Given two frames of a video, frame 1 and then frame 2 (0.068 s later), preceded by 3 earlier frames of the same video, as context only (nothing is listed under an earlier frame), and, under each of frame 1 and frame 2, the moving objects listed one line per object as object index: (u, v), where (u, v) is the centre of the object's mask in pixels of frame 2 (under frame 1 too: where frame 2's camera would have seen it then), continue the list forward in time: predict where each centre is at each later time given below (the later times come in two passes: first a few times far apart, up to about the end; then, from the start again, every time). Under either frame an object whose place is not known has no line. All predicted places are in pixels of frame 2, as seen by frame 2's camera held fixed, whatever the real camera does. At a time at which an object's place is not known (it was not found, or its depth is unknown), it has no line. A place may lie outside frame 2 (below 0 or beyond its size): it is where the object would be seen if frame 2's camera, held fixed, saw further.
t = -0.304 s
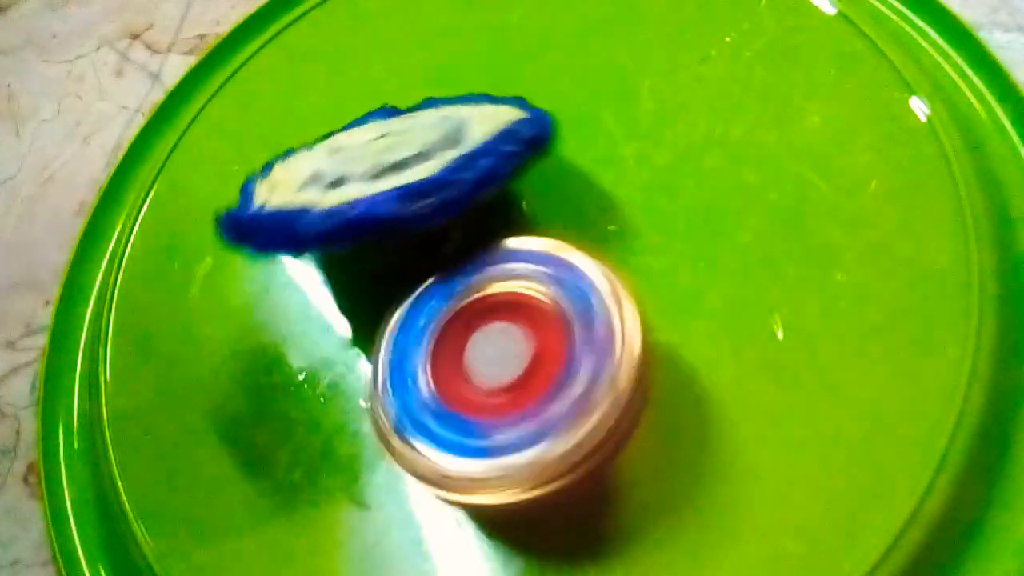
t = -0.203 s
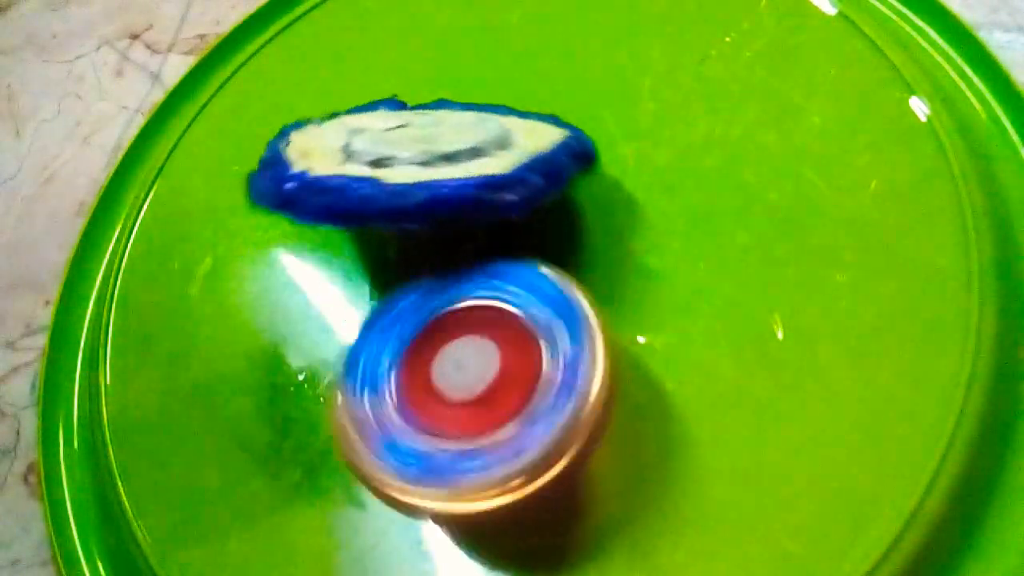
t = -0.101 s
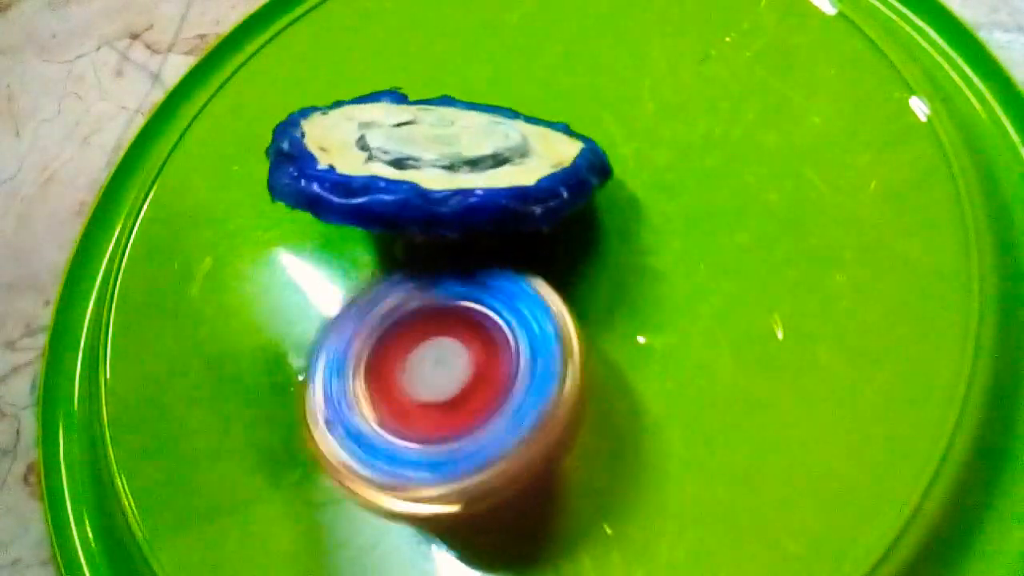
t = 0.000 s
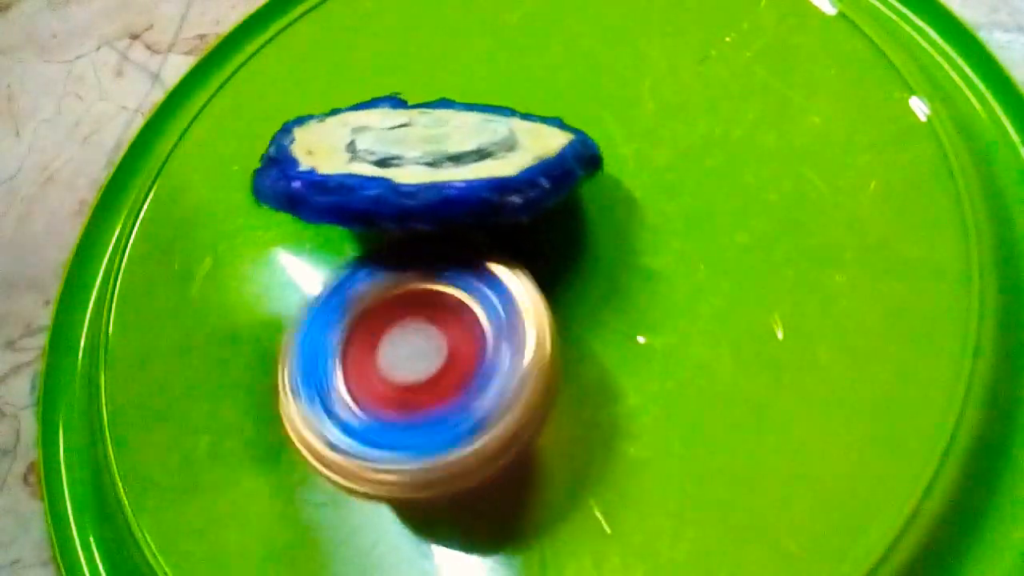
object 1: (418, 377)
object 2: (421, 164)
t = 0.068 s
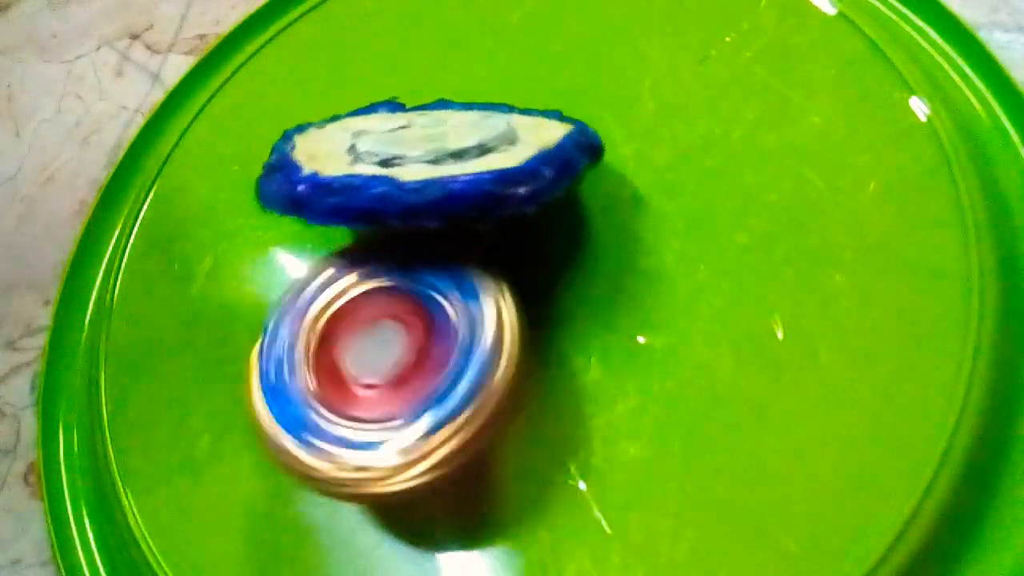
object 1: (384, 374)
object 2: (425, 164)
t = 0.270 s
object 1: (316, 348)
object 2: (449, 169)
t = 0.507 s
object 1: (292, 324)
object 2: (464, 174)
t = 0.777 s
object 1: (281, 354)
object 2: (422, 168)
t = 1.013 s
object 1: (184, 358)
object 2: (396, 182)
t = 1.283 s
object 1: (228, 268)
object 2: (454, 168)
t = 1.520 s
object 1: (287, 296)
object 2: (482, 188)
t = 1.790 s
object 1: (362, 345)
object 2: (472, 176)
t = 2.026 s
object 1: (329, 343)
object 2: (438, 163)
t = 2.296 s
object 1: (323, 341)
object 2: (429, 165)
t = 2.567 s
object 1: (325, 339)
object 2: (429, 166)
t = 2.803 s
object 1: (325, 339)
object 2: (429, 166)
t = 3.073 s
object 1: (326, 339)
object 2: (429, 166)
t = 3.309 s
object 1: (324, 340)
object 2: (429, 165)
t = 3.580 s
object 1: (325, 339)
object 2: (429, 165)
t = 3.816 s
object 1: (326, 339)
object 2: (429, 165)
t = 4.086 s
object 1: (326, 339)
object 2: (429, 165)
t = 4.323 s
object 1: (326, 339)
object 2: (429, 165)
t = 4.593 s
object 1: (326, 339)
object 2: (429, 165)
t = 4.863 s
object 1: (326, 339)
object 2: (429, 165)
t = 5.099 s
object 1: (326, 339)
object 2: (429, 165)
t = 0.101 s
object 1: (361, 372)
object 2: (433, 164)
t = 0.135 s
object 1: (348, 366)
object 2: (438, 164)
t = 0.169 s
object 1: (342, 361)
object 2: (442, 165)
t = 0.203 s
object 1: (334, 358)
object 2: (445, 166)
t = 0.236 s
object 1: (324, 354)
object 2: (448, 168)
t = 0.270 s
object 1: (316, 348)
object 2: (449, 169)
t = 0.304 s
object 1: (309, 342)
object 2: (451, 170)
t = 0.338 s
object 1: (303, 335)
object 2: (453, 172)
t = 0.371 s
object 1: (302, 334)
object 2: (454, 172)
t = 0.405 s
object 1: (297, 333)
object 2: (455, 174)
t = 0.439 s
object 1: (298, 332)
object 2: (454, 172)
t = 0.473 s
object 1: (296, 329)
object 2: (460, 172)
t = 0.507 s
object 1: (292, 324)
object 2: (464, 174)
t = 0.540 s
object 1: (288, 323)
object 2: (464, 174)
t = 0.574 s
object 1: (296, 321)
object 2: (463, 173)
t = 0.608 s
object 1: (296, 322)
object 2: (460, 171)
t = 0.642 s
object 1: (293, 322)
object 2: (456, 169)
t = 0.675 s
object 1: (290, 328)
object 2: (449, 167)
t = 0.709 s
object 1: (295, 332)
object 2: (440, 163)
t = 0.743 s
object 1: (292, 344)
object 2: (429, 166)
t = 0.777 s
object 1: (281, 354)
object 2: (422, 168)
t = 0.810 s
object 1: (260, 361)
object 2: (418, 169)
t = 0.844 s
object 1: (246, 370)
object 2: (412, 172)
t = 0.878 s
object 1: (235, 376)
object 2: (407, 175)
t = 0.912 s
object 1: (218, 377)
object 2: (403, 177)
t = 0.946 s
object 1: (204, 373)
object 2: (399, 180)
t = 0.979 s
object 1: (198, 369)
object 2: (397, 181)
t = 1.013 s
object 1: (184, 358)
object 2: (396, 182)
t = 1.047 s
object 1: (177, 348)
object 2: (401, 179)
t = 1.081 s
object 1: (173, 334)
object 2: (408, 175)
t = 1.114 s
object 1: (173, 317)
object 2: (415, 169)
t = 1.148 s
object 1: (175, 303)
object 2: (419, 168)
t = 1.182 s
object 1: (183, 289)
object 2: (430, 165)
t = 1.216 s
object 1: (197, 279)
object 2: (440, 163)
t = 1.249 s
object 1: (212, 272)
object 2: (448, 165)
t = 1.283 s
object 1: (228, 268)
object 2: (454, 168)
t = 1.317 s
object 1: (239, 267)
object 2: (460, 171)
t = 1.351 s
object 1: (250, 269)
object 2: (464, 173)
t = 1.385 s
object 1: (261, 273)
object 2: (467, 175)
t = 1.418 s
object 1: (268, 278)
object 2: (470, 176)
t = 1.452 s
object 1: (274, 282)
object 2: (474, 180)
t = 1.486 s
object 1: (280, 288)
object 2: (480, 186)
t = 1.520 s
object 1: (287, 296)
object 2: (482, 188)
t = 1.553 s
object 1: (292, 304)
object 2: (482, 189)
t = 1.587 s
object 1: (298, 312)
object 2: (483, 189)
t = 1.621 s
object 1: (307, 322)
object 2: (482, 188)
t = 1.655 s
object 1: (317, 331)
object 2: (480, 186)
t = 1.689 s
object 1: (333, 339)
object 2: (478, 183)
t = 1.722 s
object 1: (345, 345)
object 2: (475, 181)
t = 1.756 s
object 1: (358, 346)
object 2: (471, 179)
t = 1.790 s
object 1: (362, 345)
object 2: (472, 176)
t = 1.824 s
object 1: (360, 346)
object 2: (471, 176)
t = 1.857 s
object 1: (355, 346)
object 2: (469, 175)
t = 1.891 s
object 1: (350, 346)
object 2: (466, 173)
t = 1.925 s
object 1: (344, 344)
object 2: (462, 170)
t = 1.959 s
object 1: (340, 342)
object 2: (456, 165)
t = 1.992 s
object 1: (334, 342)
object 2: (447, 163)
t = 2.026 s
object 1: (329, 343)
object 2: (438, 163)
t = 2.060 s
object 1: (324, 342)
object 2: (431, 163)
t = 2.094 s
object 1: (322, 341)
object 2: (428, 164)
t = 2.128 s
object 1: (321, 341)
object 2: (427, 164)
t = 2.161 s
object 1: (321, 341)
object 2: (427, 165)
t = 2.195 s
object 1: (323, 342)
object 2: (429, 165)
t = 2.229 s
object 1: (325, 340)
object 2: (429, 165)
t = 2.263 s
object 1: (325, 340)
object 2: (429, 165)
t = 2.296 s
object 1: (323, 341)
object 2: (429, 165)
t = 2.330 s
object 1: (325, 339)
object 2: (429, 165)
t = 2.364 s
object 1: (325, 340)
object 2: (429, 165)
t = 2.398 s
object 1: (325, 340)
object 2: (429, 165)
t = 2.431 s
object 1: (325, 340)
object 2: (429, 166)
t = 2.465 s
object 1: (325, 339)
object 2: (429, 166)
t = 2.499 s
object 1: (325, 340)
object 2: (429, 166)
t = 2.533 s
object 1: (325, 339)
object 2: (429, 166)
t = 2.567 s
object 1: (325, 339)
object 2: (429, 166)
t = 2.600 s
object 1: (325, 339)
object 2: (429, 166)
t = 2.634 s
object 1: (326, 339)
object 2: (429, 165)
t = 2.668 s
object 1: (325, 339)
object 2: (429, 165)
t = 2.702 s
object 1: (325, 339)
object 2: (429, 165)
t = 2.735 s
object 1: (325, 339)
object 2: (429, 166)
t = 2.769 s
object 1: (325, 339)
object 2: (428, 166)
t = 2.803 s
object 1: (325, 339)
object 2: (429, 166)
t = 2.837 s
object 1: (325, 339)
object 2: (429, 166)
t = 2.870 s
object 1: (326, 339)
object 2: (429, 166)
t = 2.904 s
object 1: (325, 339)
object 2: (429, 166)
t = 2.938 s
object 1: (325, 339)
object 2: (429, 165)
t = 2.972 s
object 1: (326, 339)
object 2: (429, 165)
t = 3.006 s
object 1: (326, 339)
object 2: (429, 166)
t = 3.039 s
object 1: (326, 339)
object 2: (428, 166)
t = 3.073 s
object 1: (326, 339)
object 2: (429, 166)
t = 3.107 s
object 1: (326, 339)
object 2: (429, 166)
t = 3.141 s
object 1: (324, 340)
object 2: (429, 165)
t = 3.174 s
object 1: (326, 338)
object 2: (428, 165)
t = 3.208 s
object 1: (324, 340)
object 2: (429, 165)
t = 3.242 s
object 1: (326, 338)
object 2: (429, 165)
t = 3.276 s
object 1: (324, 340)
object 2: (429, 165)
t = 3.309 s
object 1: (324, 340)
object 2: (429, 165)
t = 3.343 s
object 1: (325, 339)
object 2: (429, 165)
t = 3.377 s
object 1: (324, 340)
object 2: (429, 165)
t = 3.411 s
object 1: (324, 340)
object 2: (428, 165)
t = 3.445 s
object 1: (325, 339)
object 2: (429, 165)
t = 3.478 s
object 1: (326, 339)
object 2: (429, 165)
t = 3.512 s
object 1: (326, 339)
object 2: (429, 165)
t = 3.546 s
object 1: (324, 340)
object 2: (429, 165)
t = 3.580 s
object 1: (325, 339)
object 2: (429, 165)
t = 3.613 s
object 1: (326, 339)
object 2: (429, 165)
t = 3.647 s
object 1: (326, 339)
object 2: (429, 165)
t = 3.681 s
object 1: (326, 339)
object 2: (429, 165)
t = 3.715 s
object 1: (326, 339)
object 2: (429, 165)
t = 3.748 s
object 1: (326, 339)
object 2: (429, 165)
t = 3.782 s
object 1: (324, 340)
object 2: (428, 165)
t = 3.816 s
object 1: (326, 339)
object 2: (429, 165)
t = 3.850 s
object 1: (324, 340)
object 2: (429, 165)
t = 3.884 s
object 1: (326, 339)
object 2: (429, 165)
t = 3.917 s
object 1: (324, 340)
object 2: (429, 165)
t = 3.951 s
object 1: (326, 339)
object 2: (429, 165)
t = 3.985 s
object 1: (326, 339)
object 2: (429, 165)
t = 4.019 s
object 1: (326, 339)
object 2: (429, 165)
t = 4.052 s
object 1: (326, 339)
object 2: (429, 165)
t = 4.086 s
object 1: (326, 339)
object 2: (429, 165)
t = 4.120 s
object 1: (326, 339)
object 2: (429, 165)
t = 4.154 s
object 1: (326, 339)
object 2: (429, 165)
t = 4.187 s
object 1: (326, 338)
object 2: (429, 165)
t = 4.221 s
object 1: (326, 338)
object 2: (429, 165)
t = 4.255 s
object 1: (326, 339)
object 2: (429, 165)
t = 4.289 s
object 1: (326, 339)
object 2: (428, 165)
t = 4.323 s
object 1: (326, 339)
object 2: (429, 165)
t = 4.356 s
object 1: (326, 338)
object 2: (429, 165)
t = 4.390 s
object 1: (326, 338)
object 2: (429, 165)
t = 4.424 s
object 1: (326, 338)
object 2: (429, 165)
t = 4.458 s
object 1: (324, 340)
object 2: (429, 165)
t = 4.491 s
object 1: (324, 340)
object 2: (429, 165)
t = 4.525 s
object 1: (326, 339)
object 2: (429, 165)
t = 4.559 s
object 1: (326, 339)
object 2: (429, 165)
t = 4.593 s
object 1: (326, 339)
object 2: (429, 165)
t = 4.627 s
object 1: (324, 340)
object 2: (429, 165)
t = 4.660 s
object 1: (326, 339)
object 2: (429, 165)
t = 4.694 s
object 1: (326, 339)
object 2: (429, 165)
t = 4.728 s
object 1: (326, 339)
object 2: (429, 165)
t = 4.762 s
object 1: (324, 340)
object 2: (429, 165)
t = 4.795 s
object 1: (326, 339)
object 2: (429, 165)
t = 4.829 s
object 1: (324, 340)
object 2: (429, 165)
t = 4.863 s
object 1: (326, 339)
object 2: (429, 165)
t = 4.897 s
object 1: (324, 340)
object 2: (429, 165)
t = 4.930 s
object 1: (326, 339)
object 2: (429, 165)
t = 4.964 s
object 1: (326, 339)
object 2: (429, 165)
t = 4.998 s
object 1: (326, 339)
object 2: (429, 165)
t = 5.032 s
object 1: (326, 339)
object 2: (429, 165)
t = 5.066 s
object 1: (326, 339)
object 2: (429, 165)
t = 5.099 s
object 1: (326, 339)
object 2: (429, 165)
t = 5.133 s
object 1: (326, 339)
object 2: (429, 165)
